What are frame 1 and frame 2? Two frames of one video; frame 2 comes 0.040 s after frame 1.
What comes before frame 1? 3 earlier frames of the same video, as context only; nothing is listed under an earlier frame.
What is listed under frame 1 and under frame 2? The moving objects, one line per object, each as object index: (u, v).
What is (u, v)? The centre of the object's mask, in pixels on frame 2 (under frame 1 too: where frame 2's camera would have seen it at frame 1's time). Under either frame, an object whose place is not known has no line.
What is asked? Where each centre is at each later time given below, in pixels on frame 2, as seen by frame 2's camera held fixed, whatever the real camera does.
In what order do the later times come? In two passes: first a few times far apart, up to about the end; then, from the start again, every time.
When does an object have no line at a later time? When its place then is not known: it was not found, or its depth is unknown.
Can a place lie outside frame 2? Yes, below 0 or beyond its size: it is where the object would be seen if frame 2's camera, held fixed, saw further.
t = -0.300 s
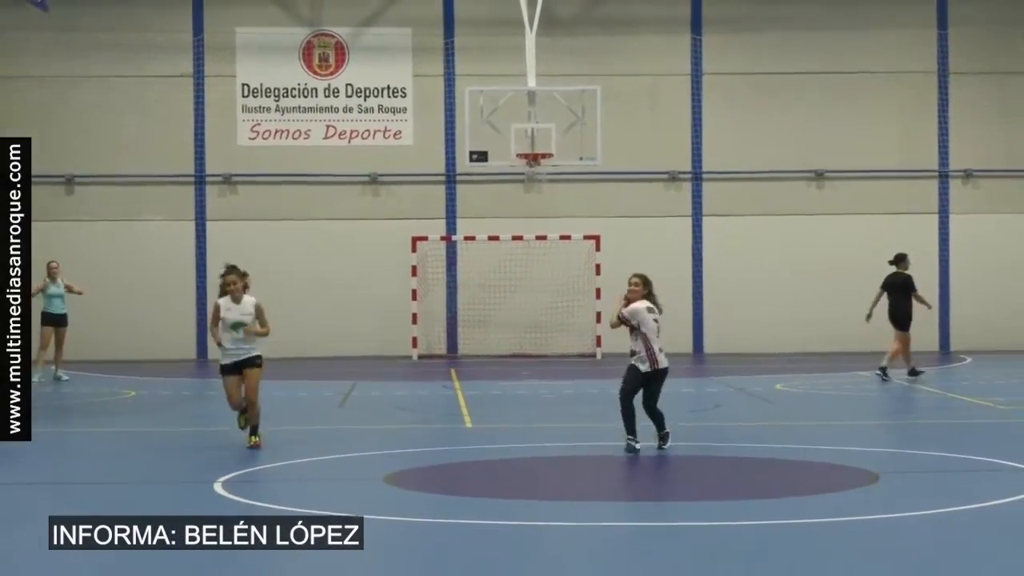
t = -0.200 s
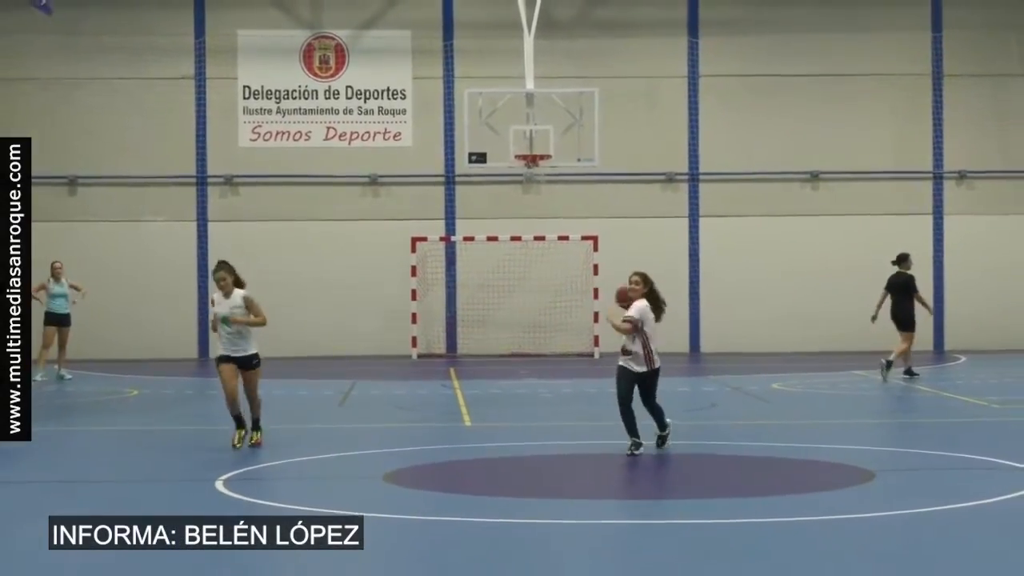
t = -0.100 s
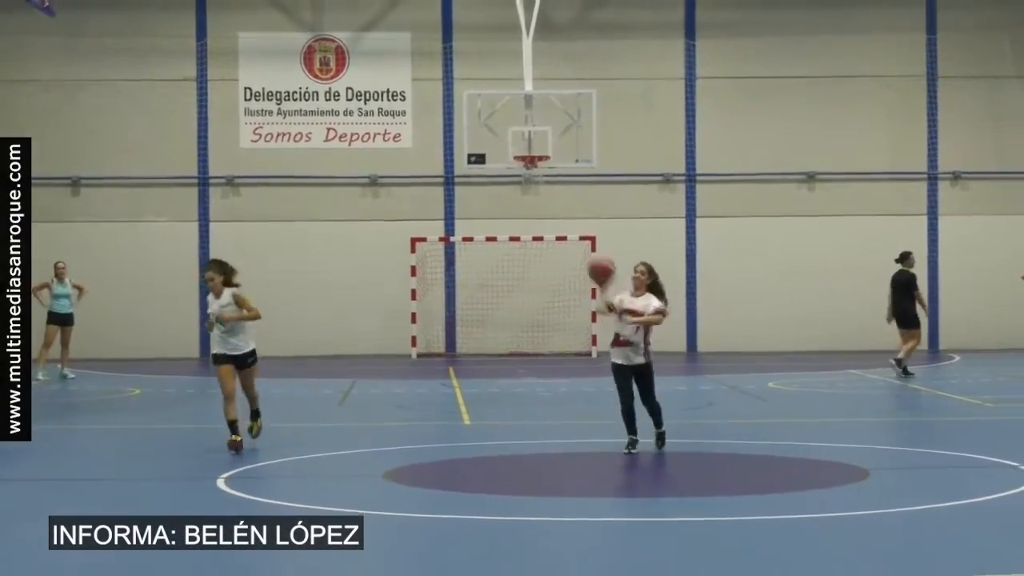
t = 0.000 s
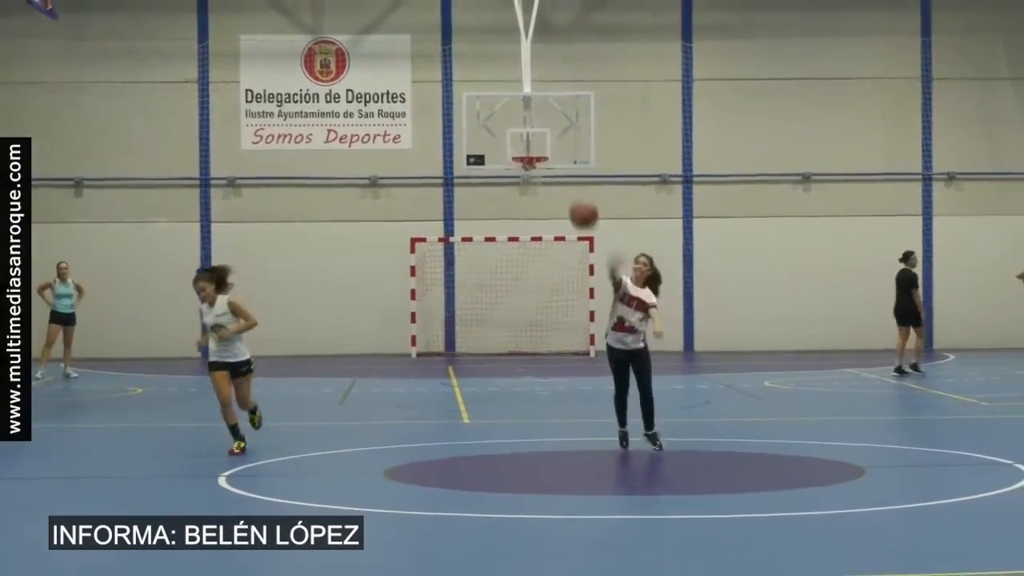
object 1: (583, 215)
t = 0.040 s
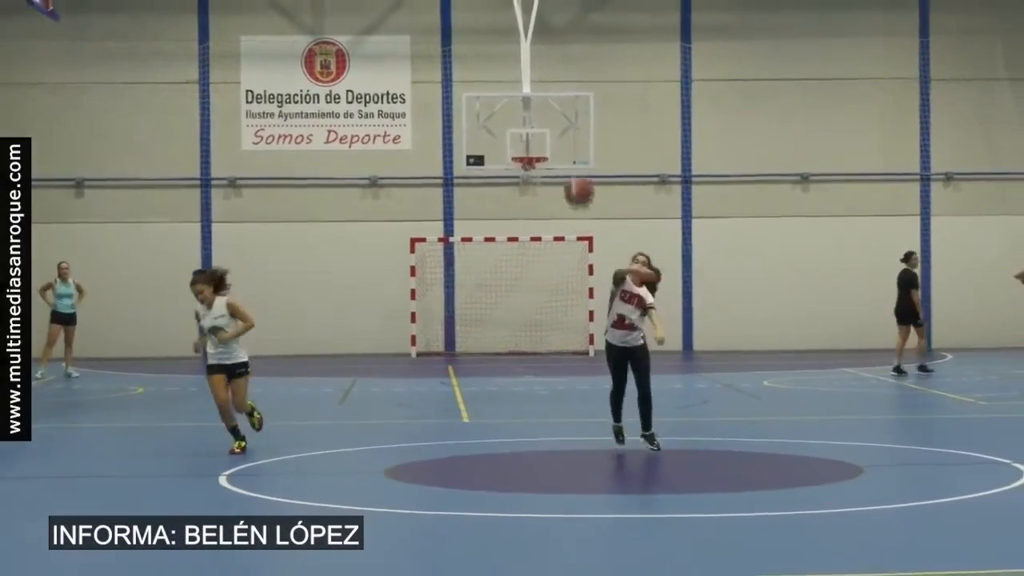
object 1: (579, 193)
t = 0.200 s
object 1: (561, 111)
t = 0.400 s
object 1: (536, 29)
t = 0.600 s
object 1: (506, -2)
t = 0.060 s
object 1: (576, 180)
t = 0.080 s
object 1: (575, 171)
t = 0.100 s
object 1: (573, 158)
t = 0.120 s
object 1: (571, 148)
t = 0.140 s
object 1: (568, 140)
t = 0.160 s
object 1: (566, 130)
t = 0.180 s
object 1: (564, 120)
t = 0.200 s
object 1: (561, 111)
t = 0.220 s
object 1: (559, 101)
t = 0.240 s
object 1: (557, 91)
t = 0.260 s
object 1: (555, 82)
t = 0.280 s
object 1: (553, 74)
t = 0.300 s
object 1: (550, 66)
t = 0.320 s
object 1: (547, 58)
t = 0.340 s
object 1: (546, 49)
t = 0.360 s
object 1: (543, 43)
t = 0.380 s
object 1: (540, 35)
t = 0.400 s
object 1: (536, 29)
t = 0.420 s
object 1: (535, 21)
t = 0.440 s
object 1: (531, 18)
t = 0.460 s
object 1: (529, 13)
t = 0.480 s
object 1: (525, 10)
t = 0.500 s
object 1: (522, 6)
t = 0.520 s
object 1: (519, 3)
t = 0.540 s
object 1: (516, 0)
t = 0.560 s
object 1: (513, 0)
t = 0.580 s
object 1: (510, -2)
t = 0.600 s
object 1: (506, -2)
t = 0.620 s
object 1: (503, -2)
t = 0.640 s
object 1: (499, -3)
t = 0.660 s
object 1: (495, -4)
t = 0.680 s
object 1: (491, -2)
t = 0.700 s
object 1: (487, 0)
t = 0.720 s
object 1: (482, 4)
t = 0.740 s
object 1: (478, 8)
